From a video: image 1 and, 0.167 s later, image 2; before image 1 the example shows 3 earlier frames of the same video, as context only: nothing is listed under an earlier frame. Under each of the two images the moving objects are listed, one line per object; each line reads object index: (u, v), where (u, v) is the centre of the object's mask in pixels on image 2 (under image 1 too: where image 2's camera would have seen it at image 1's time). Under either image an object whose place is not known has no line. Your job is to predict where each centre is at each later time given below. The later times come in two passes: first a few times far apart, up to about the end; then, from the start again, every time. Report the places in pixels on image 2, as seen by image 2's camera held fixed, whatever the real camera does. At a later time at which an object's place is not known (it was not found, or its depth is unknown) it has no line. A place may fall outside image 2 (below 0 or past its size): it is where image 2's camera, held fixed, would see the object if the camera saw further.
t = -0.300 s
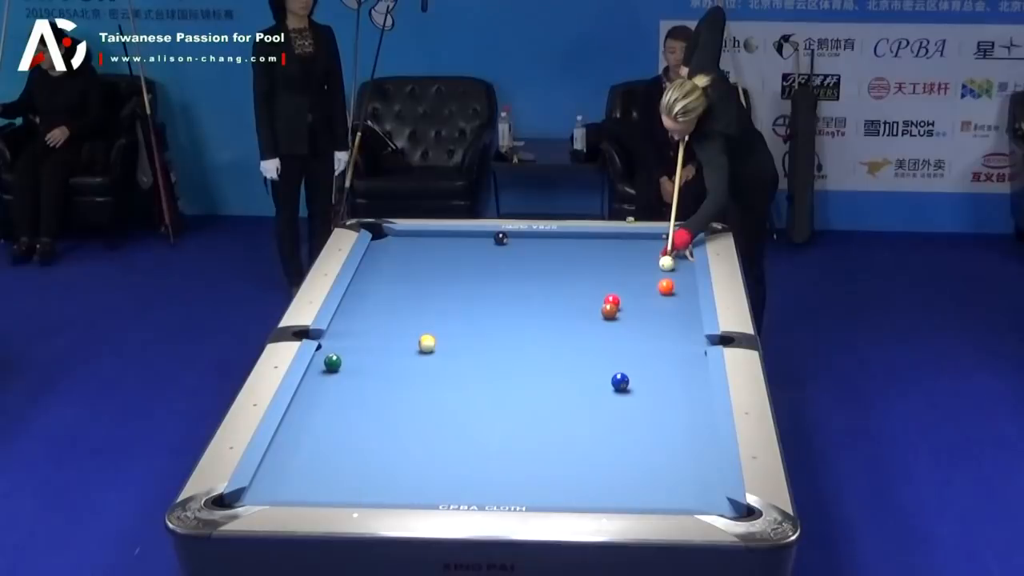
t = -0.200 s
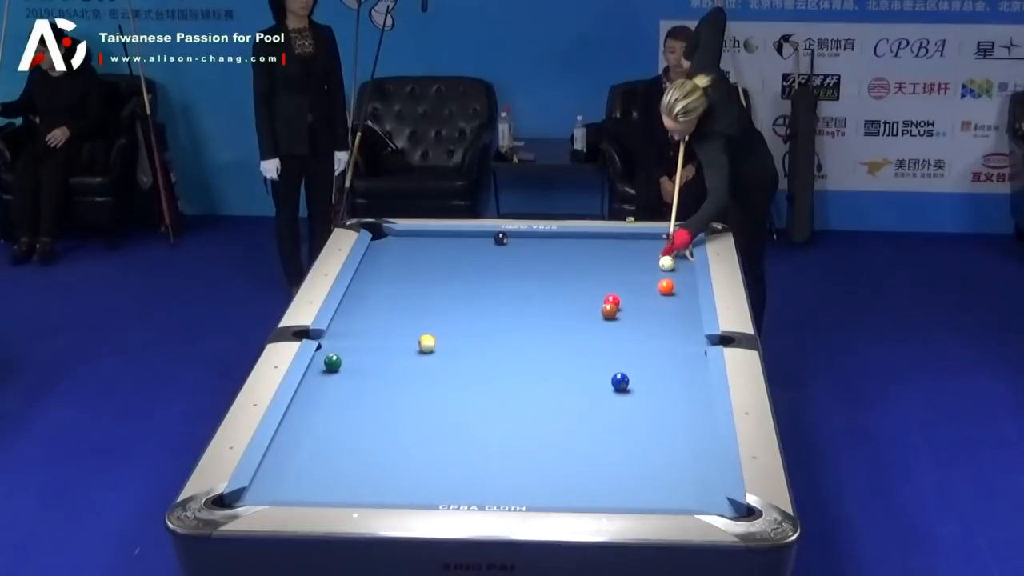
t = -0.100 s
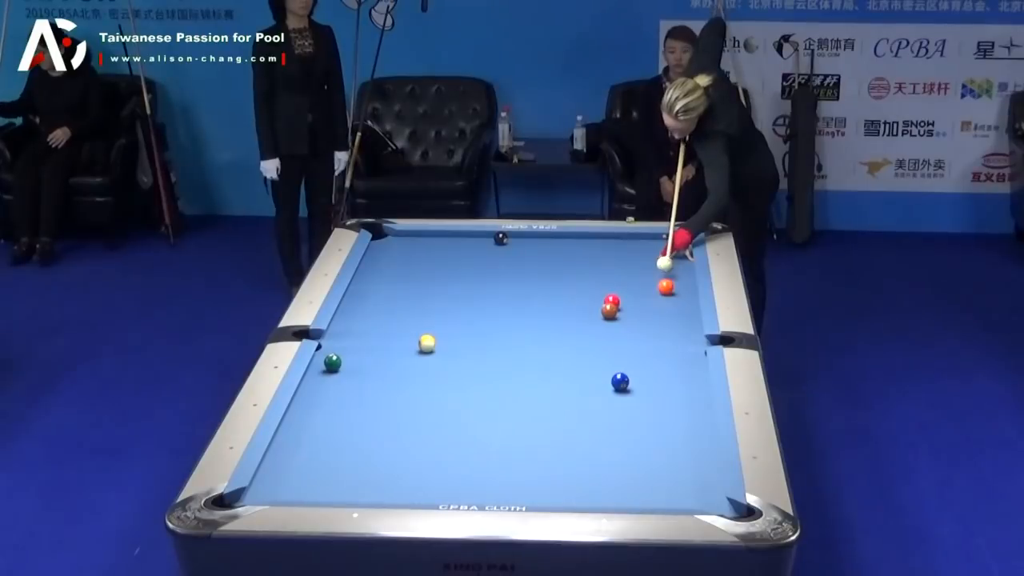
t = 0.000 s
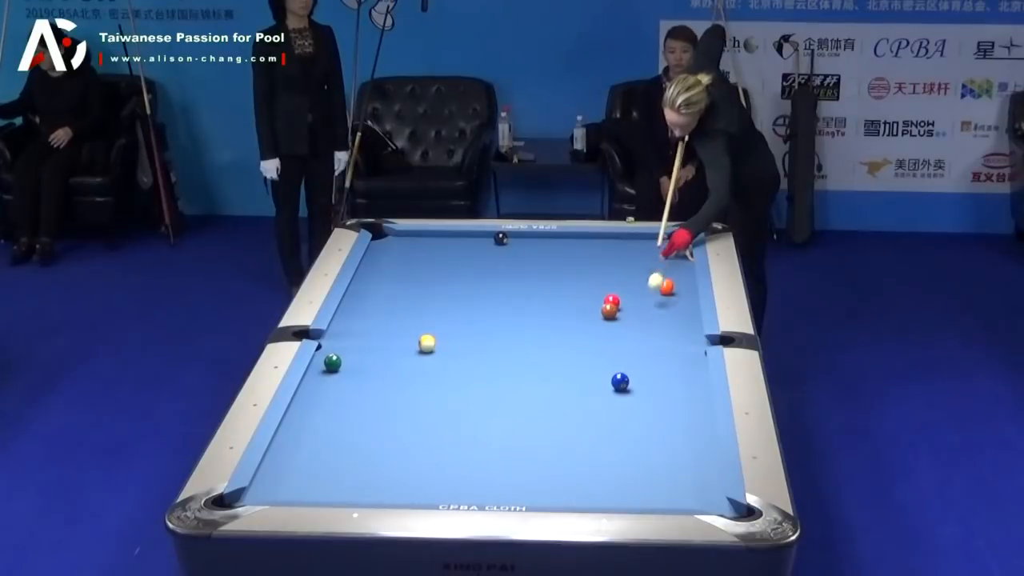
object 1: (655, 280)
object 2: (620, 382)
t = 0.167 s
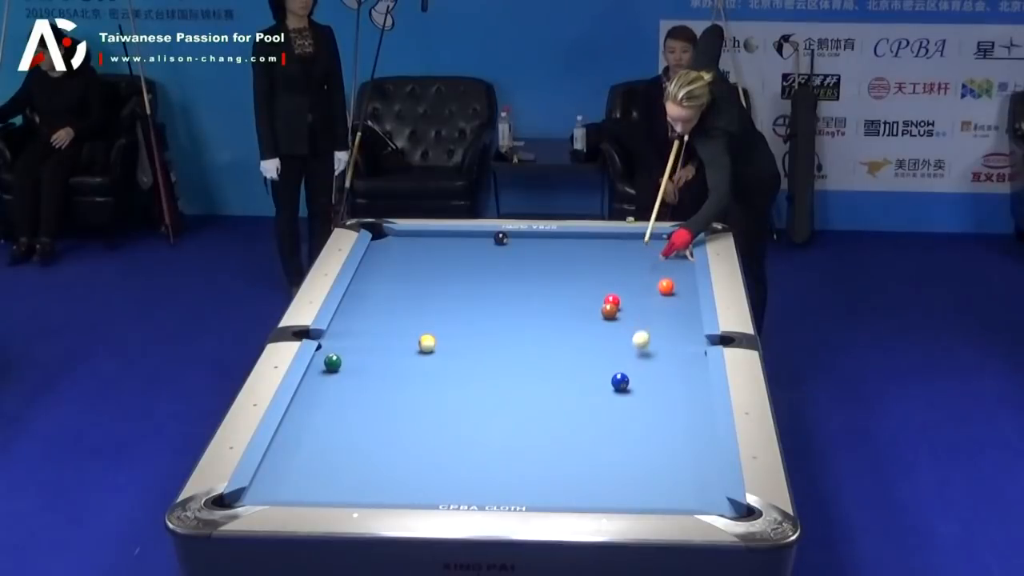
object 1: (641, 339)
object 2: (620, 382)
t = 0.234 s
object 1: (634, 365)
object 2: (620, 382)
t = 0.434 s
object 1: (688, 397)
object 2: (548, 415)
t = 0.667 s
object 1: (677, 412)
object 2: (458, 458)
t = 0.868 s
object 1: (653, 423)
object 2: (377, 492)
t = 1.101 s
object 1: (624, 436)
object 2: (329, 477)
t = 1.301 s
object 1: (599, 447)
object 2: (298, 458)
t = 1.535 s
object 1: (570, 460)
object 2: (291, 439)
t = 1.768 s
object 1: (540, 473)
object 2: (322, 423)
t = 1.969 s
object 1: (515, 484)
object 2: (347, 411)
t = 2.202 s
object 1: (486, 494)
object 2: (375, 397)
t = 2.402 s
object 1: (464, 497)
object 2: (397, 386)
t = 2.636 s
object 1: (451, 494)
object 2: (420, 374)
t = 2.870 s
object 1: (438, 490)
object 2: (443, 363)
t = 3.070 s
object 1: (429, 483)
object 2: (461, 353)
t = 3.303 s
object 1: (419, 477)
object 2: (480, 343)
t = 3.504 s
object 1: (411, 473)
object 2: (496, 335)
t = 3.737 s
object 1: (402, 469)
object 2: (513, 326)
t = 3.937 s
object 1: (396, 465)
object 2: (526, 320)
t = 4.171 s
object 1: (389, 461)
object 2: (542, 312)
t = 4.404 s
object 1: (383, 459)
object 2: (555, 305)
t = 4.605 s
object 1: (380, 456)
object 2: (567, 299)
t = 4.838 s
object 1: (376, 454)
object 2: (579, 293)
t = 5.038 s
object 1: (373, 452)
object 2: (589, 288)
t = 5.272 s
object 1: (371, 451)
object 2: (600, 282)
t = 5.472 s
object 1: (370, 450)
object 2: (608, 278)
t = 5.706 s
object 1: (369, 449)
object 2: (618, 273)
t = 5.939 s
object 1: (370, 449)
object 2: (626, 269)
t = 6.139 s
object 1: (370, 449)
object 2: (634, 265)
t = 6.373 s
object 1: (370, 449)
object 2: (641, 262)
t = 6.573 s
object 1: (370, 449)
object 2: (647, 259)
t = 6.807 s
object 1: (370, 449)
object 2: (654, 256)
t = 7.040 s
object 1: (370, 449)
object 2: (659, 253)
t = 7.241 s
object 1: (370, 449)
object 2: (664, 251)
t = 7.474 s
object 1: (370, 449)
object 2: (669, 248)
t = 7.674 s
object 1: (370, 449)
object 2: (673, 246)
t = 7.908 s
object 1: (370, 449)
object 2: (677, 245)
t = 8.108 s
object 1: (370, 449)
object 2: (680, 243)
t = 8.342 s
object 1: (370, 449)
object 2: (683, 242)
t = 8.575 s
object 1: (370, 449)
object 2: (683, 241)
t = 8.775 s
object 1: (370, 449)
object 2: (683, 240)
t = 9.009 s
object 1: (370, 449)
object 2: (682, 240)
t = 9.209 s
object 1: (370, 449)
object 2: (682, 239)
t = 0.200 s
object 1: (637, 352)
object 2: (620, 382)
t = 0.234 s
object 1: (634, 365)
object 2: (620, 382)
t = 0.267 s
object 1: (633, 373)
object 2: (618, 382)
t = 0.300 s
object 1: (644, 378)
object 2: (604, 389)
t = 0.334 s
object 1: (656, 384)
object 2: (590, 396)
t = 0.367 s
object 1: (667, 389)
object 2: (576, 403)
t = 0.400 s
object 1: (677, 393)
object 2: (562, 410)
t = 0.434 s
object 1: (688, 397)
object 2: (548, 415)
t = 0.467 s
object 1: (698, 401)
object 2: (534, 422)
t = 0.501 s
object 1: (703, 404)
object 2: (521, 428)
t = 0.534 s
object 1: (697, 405)
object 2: (508, 434)
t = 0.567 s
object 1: (691, 407)
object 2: (495, 440)
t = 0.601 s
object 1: (686, 409)
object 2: (483, 446)
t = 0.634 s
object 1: (681, 411)
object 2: (470, 452)
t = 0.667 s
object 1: (677, 412)
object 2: (458, 458)
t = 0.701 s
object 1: (673, 414)
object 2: (444, 464)
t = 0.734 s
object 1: (669, 416)
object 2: (431, 470)
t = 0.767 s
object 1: (665, 418)
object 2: (418, 476)
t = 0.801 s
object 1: (661, 419)
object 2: (405, 482)
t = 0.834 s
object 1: (657, 422)
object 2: (391, 488)
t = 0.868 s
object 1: (653, 423)
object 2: (377, 492)
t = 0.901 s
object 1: (649, 425)
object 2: (363, 495)
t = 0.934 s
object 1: (644, 427)
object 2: (355, 494)
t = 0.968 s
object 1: (640, 429)
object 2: (350, 491)
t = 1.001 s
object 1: (636, 431)
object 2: (345, 488)
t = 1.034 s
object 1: (632, 432)
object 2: (340, 484)
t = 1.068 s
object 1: (628, 434)
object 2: (335, 480)
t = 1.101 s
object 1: (624, 436)
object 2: (329, 477)
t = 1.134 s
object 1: (620, 438)
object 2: (324, 473)
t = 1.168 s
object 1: (616, 440)
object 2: (319, 470)
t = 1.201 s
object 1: (612, 442)
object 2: (313, 467)
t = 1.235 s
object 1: (608, 444)
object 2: (308, 464)
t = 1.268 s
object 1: (603, 445)
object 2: (303, 461)
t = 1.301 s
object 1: (599, 447)
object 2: (298, 458)
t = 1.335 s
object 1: (595, 449)
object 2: (293, 455)
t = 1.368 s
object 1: (590, 451)
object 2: (288, 452)
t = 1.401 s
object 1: (586, 453)
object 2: (283, 449)
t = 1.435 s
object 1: (582, 455)
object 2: (278, 447)
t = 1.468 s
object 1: (578, 456)
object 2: (281, 444)
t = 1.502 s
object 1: (574, 458)
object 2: (287, 442)
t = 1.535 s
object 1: (570, 460)
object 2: (291, 439)
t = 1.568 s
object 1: (565, 462)
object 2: (296, 437)
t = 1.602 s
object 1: (561, 464)
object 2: (301, 435)
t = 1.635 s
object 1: (557, 466)
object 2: (305, 432)
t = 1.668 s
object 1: (553, 468)
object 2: (310, 430)
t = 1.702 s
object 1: (549, 469)
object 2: (314, 428)
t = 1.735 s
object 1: (545, 471)
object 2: (318, 426)
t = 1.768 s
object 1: (540, 473)
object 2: (322, 423)
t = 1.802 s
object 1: (536, 475)
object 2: (327, 421)
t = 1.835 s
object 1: (532, 477)
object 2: (331, 419)
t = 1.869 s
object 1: (528, 478)
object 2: (335, 417)
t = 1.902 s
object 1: (524, 480)
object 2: (339, 415)
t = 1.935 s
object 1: (520, 482)
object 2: (343, 413)
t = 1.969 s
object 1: (515, 484)
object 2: (347, 411)
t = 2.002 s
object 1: (511, 485)
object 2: (351, 409)
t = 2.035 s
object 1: (507, 487)
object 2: (355, 407)
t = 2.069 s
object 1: (503, 489)
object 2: (359, 405)
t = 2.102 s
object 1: (499, 490)
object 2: (363, 402)
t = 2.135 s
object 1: (494, 492)
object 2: (367, 401)
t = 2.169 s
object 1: (490, 493)
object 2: (371, 399)
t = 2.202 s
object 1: (486, 494)
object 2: (375, 397)
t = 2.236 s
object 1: (482, 496)
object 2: (378, 395)
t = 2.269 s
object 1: (478, 496)
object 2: (382, 393)
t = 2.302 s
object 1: (474, 497)
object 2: (386, 391)
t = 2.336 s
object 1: (469, 498)
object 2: (389, 389)
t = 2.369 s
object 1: (467, 497)
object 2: (393, 387)
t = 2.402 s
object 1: (464, 497)
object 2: (397, 386)
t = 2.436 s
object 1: (462, 497)
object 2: (400, 384)
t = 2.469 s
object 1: (460, 496)
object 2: (403, 382)
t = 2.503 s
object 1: (459, 496)
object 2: (407, 381)
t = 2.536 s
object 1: (456, 495)
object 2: (410, 379)
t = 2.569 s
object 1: (455, 495)
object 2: (414, 377)
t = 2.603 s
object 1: (452, 494)
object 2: (417, 375)
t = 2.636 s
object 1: (451, 494)
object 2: (420, 374)
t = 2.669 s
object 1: (449, 493)
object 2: (424, 372)
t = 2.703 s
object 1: (447, 493)
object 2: (427, 370)
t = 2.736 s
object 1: (445, 492)
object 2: (430, 369)
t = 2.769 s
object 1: (444, 491)
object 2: (433, 367)
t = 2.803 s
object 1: (442, 490)
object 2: (437, 365)
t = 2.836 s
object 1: (440, 490)
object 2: (440, 364)
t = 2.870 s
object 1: (438, 490)
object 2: (443, 363)
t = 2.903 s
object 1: (436, 489)
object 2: (446, 361)
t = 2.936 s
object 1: (435, 487)
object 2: (449, 359)
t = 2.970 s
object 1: (433, 486)
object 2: (452, 358)
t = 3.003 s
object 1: (432, 485)
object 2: (455, 356)
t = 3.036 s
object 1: (430, 484)
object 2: (458, 355)
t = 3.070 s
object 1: (429, 483)
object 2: (461, 353)
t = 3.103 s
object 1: (427, 483)
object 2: (463, 352)
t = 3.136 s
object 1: (426, 482)
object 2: (466, 350)
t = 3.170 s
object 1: (424, 481)
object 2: (469, 349)
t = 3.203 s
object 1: (423, 480)
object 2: (472, 347)
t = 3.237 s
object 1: (421, 479)
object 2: (475, 346)
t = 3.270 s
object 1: (420, 479)
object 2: (477, 345)
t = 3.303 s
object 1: (419, 477)
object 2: (480, 343)
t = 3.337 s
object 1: (417, 477)
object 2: (483, 342)
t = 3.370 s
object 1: (416, 476)
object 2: (485, 341)
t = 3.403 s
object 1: (415, 476)
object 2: (488, 339)
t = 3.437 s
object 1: (413, 475)
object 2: (491, 338)
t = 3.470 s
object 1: (412, 474)
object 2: (493, 337)
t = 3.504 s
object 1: (411, 473)
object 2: (496, 335)
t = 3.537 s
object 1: (409, 473)
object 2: (498, 334)
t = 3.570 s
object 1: (408, 472)
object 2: (501, 333)
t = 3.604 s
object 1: (407, 471)
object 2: (503, 331)
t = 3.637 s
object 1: (406, 470)
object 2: (506, 330)
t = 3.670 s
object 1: (404, 470)
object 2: (508, 329)
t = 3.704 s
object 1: (403, 469)
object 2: (510, 328)
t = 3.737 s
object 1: (402, 469)
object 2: (513, 326)
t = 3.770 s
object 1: (401, 468)
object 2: (515, 325)
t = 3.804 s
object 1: (400, 467)
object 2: (517, 324)
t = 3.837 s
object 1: (399, 467)
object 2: (520, 323)
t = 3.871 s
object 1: (398, 466)
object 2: (522, 322)
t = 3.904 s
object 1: (397, 466)
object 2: (524, 321)
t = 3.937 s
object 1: (396, 465)
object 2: (526, 320)
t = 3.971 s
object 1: (395, 465)
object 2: (529, 318)
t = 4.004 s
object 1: (394, 464)
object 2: (531, 317)
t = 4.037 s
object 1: (393, 463)
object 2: (533, 316)
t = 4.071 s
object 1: (392, 463)
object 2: (535, 315)
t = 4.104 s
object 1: (391, 462)
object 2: (537, 314)
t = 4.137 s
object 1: (390, 462)
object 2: (540, 313)
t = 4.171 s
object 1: (389, 461)
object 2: (542, 312)
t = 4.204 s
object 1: (388, 461)
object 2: (544, 311)
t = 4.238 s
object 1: (387, 461)
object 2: (546, 310)
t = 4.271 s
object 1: (386, 460)
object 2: (548, 309)
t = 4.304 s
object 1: (386, 460)
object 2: (549, 308)
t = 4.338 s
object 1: (385, 459)
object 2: (552, 307)
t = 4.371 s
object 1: (384, 459)
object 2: (553, 306)
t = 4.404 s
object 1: (383, 459)
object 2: (555, 305)
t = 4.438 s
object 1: (383, 458)
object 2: (557, 303)
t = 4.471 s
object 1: (382, 457)
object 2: (559, 303)
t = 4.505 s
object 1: (382, 457)
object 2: (561, 302)
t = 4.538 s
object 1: (381, 457)
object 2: (563, 301)
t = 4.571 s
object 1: (380, 456)
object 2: (565, 300)
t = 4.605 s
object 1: (380, 456)
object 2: (567, 299)
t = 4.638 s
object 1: (379, 456)
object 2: (568, 298)
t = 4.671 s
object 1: (378, 455)
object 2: (570, 297)
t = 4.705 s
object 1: (378, 455)
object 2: (572, 296)
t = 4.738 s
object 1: (377, 455)
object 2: (574, 295)
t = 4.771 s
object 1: (377, 454)
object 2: (575, 295)
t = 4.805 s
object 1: (376, 454)
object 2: (577, 294)
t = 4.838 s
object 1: (376, 454)
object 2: (579, 293)
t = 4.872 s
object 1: (375, 453)
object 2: (580, 292)
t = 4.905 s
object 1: (375, 453)
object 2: (582, 291)
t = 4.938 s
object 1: (375, 453)
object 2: (584, 290)
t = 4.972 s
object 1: (374, 452)
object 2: (586, 289)
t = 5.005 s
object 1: (374, 452)
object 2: (587, 288)
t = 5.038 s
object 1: (373, 452)
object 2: (589, 288)
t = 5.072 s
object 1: (373, 452)
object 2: (590, 287)
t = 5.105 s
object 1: (373, 452)
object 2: (592, 286)
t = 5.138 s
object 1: (372, 452)
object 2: (593, 285)
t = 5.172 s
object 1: (372, 451)
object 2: (595, 285)
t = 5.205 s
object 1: (372, 451)
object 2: (597, 284)
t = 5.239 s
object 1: (371, 451)
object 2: (598, 283)
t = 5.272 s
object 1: (371, 451)
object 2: (600, 282)
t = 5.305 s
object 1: (371, 450)
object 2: (601, 281)
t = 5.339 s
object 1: (371, 450)
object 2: (603, 281)
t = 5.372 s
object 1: (370, 450)
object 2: (604, 280)
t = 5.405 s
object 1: (370, 450)
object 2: (605, 279)
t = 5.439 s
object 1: (370, 450)
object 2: (607, 279)
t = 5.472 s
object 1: (370, 450)
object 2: (608, 278)
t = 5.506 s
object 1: (370, 450)
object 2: (610, 277)
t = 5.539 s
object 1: (369, 450)
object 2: (611, 277)
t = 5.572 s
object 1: (369, 450)
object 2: (612, 276)
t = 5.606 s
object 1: (369, 449)
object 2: (614, 275)
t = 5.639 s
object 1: (369, 449)
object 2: (615, 275)
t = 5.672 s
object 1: (369, 449)
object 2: (616, 274)
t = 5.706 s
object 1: (369, 449)
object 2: (618, 273)
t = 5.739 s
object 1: (369, 449)
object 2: (619, 273)
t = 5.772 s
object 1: (370, 449)
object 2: (620, 272)
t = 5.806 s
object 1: (370, 449)
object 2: (622, 271)
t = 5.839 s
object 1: (370, 449)
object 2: (623, 271)
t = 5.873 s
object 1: (370, 449)
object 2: (624, 270)
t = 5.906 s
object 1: (370, 449)
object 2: (625, 270)
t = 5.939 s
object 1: (370, 449)
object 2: (626, 269)
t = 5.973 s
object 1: (370, 449)
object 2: (628, 268)
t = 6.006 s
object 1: (370, 449)
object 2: (629, 268)
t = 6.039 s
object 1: (370, 449)
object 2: (630, 267)
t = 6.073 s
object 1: (370, 449)
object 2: (631, 267)
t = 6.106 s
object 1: (370, 449)
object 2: (632, 266)
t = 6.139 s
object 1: (370, 449)
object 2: (634, 265)
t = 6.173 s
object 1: (370, 449)
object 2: (635, 265)
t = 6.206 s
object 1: (370, 449)
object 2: (636, 264)
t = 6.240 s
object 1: (370, 449)
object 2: (637, 264)
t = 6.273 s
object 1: (370, 449)
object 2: (638, 263)
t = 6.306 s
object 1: (370, 449)
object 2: (639, 263)
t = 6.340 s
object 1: (370, 449)
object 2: (640, 262)
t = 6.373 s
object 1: (370, 449)
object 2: (641, 262)
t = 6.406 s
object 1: (370, 449)
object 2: (642, 261)
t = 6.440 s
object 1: (370, 449)
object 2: (643, 261)
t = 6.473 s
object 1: (370, 449)
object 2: (644, 260)
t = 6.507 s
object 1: (370, 449)
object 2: (645, 260)
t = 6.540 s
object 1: (370, 449)
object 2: (646, 259)
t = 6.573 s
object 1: (370, 449)
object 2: (647, 259)
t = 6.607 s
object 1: (370, 449)
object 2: (648, 258)
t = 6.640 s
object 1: (370, 449)
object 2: (649, 258)
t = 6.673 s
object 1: (370, 449)
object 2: (650, 257)
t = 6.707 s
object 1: (370, 449)
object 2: (651, 257)
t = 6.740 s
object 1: (370, 449)
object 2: (652, 257)
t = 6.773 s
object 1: (370, 449)
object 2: (653, 256)
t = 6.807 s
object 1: (370, 449)
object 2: (654, 256)
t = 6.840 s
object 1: (370, 449)
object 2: (654, 255)
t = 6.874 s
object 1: (370, 449)
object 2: (655, 255)
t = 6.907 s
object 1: (370, 449)
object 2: (656, 255)
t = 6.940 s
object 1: (370, 449)
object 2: (657, 254)
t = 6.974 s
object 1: (370, 449)
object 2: (658, 254)
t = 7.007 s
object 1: (370, 449)
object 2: (659, 254)
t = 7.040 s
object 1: (370, 449)
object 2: (659, 253)
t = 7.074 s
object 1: (370, 449)
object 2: (660, 253)
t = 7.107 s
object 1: (370, 449)
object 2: (661, 252)
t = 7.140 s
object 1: (370, 449)
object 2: (662, 252)
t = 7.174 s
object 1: (370, 449)
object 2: (663, 251)
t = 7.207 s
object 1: (370, 449)
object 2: (663, 251)
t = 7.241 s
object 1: (370, 449)
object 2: (664, 251)
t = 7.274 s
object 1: (370, 449)
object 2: (665, 250)
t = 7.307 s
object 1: (370, 449)
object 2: (666, 250)
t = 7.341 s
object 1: (370, 449)
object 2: (666, 250)
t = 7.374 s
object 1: (370, 449)
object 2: (667, 249)
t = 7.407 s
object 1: (370, 449)
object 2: (668, 249)
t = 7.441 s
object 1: (370, 449)
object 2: (668, 249)
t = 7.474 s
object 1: (370, 449)
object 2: (669, 248)
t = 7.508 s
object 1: (370, 449)
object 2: (670, 248)
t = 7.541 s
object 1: (370, 449)
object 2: (671, 248)
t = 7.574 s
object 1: (370, 449)
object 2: (672, 248)
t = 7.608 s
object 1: (370, 449)
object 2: (672, 247)
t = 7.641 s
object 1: (370, 449)
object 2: (673, 247)
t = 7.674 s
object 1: (370, 449)
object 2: (673, 246)
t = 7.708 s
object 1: (370, 449)
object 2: (673, 246)
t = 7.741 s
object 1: (370, 449)
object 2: (674, 245)
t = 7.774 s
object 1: (370, 449)
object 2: (675, 246)
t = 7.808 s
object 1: (370, 449)
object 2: (675, 246)
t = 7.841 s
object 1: (370, 449)
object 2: (676, 245)
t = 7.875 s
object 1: (370, 449)
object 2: (677, 245)
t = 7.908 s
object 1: (370, 449)
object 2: (677, 245)
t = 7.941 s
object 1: (370, 449)
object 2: (678, 244)
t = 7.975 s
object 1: (370, 449)
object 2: (678, 244)
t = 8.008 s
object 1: (370, 449)
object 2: (679, 244)
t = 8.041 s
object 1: (370, 449)
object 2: (679, 243)
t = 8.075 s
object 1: (370, 449)
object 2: (680, 243)
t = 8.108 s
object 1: (370, 449)
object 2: (680, 243)
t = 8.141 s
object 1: (370, 449)
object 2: (681, 243)
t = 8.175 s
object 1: (370, 449)
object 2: (681, 243)
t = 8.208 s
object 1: (370, 449)
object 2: (681, 242)
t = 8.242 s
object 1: (370, 449)
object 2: (682, 242)
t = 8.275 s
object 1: (370, 449)
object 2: (683, 242)
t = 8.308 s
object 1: (370, 449)
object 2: (683, 242)
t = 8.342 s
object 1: (370, 449)
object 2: (683, 242)
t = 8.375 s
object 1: (370, 449)
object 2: (683, 242)
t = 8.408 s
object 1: (370, 449)
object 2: (683, 241)
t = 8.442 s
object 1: (370, 449)
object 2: (684, 241)
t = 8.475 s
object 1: (370, 449)
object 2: (683, 241)
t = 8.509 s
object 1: (370, 449)
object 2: (683, 241)
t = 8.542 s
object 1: (370, 449)
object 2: (683, 241)
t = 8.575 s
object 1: (370, 449)
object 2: (683, 241)
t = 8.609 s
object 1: (370, 449)
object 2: (683, 241)
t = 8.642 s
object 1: (370, 449)
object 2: (683, 240)
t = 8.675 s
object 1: (370, 449)
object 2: (683, 240)
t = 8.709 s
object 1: (370, 449)
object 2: (683, 240)
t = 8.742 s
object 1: (370, 449)
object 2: (683, 240)
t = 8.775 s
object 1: (370, 449)
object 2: (683, 240)
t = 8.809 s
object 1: (370, 449)
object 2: (683, 240)
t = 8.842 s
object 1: (370, 449)
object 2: (682, 240)
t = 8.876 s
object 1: (370, 449)
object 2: (682, 240)
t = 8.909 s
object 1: (370, 449)
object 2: (682, 240)
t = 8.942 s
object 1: (370, 449)
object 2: (682, 240)
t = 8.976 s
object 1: (370, 449)
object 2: (682, 240)
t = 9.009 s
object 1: (370, 449)
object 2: (682, 240)
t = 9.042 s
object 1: (370, 449)
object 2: (682, 240)
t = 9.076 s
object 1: (370, 449)
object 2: (682, 240)
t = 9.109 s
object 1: (370, 449)
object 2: (682, 239)
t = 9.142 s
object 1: (370, 449)
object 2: (682, 239)
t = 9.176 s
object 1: (370, 449)
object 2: (682, 239)
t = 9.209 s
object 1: (370, 449)
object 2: (682, 239)
